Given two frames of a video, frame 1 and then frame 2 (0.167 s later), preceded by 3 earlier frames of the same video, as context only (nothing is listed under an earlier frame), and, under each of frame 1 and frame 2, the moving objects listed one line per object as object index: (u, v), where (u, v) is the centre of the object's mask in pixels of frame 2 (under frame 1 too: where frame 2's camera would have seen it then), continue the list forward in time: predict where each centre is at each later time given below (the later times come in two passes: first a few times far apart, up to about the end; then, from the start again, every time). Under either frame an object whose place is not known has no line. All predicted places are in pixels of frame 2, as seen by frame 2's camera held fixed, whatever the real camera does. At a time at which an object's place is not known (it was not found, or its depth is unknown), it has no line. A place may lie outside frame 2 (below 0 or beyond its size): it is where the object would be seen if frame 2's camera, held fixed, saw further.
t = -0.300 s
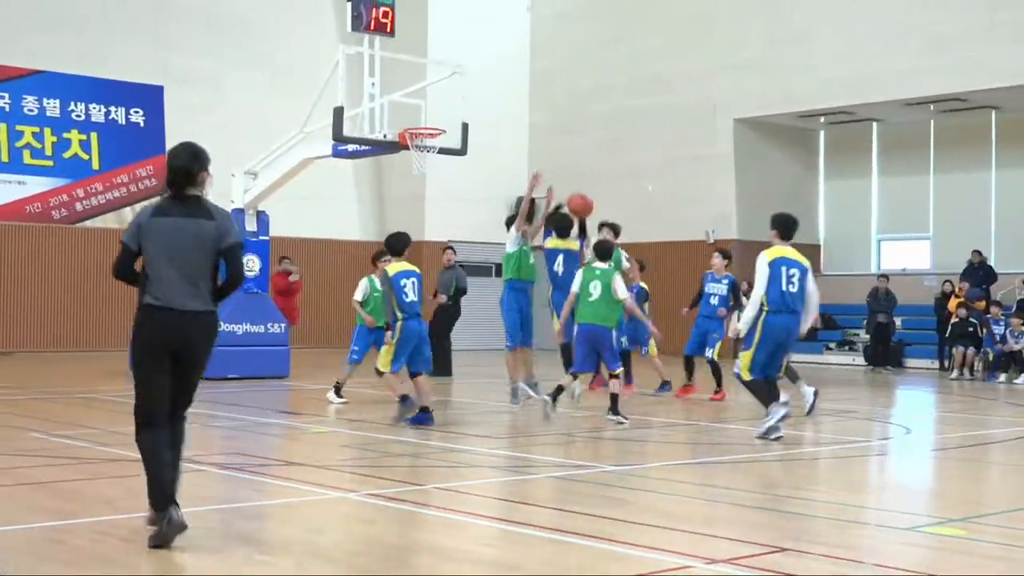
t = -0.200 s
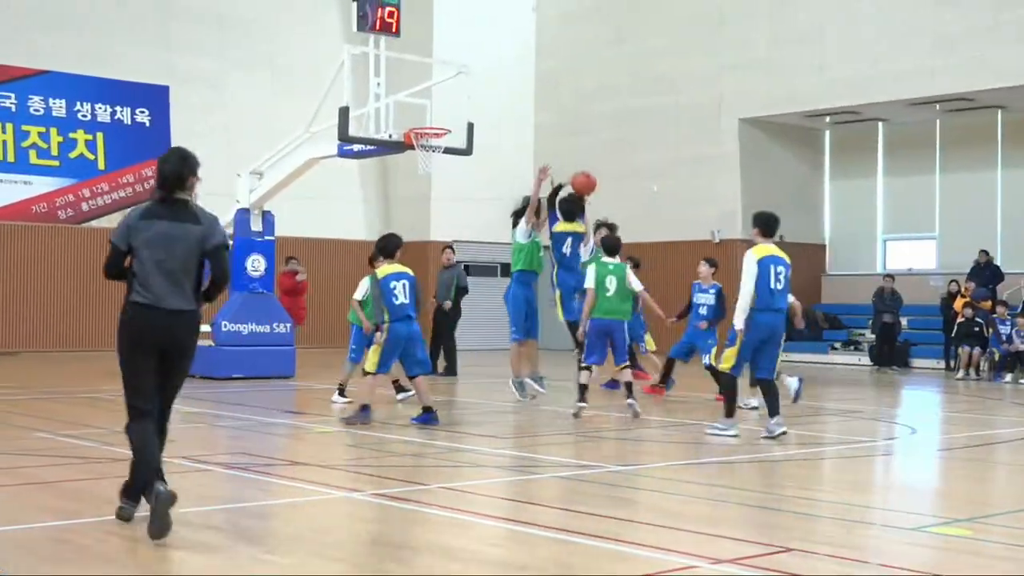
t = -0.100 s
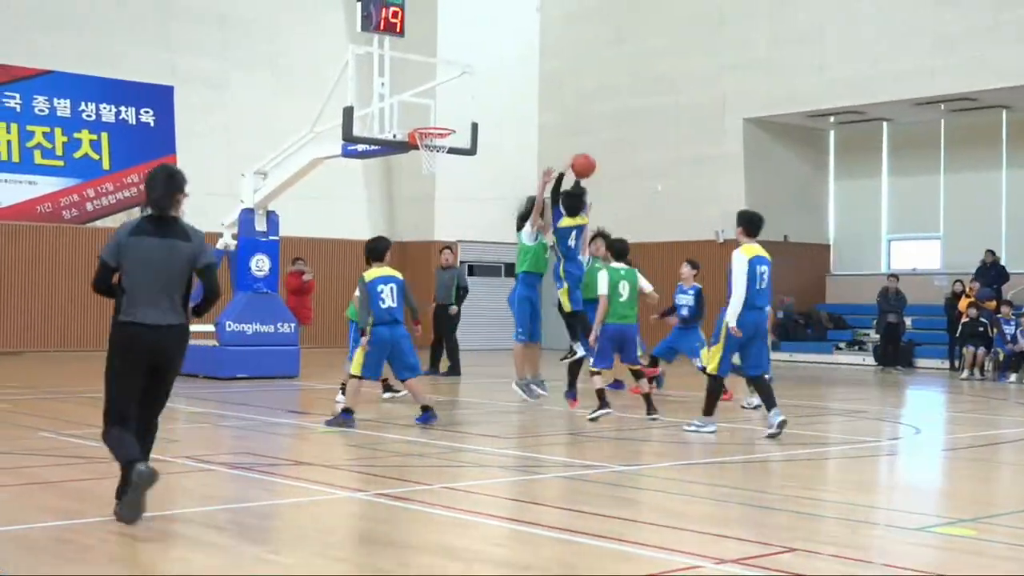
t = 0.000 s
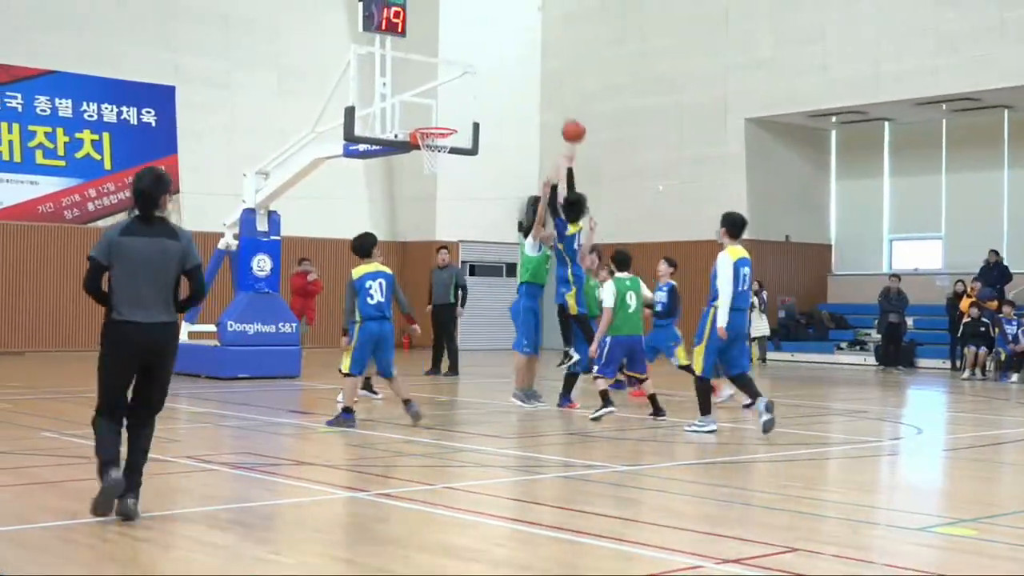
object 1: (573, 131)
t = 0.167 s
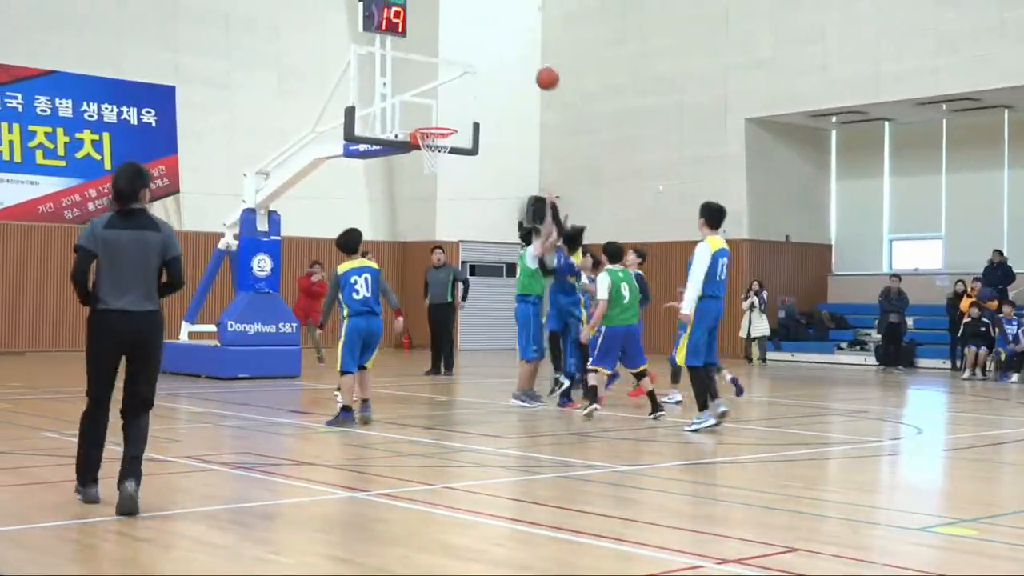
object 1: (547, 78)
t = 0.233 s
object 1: (537, 65)
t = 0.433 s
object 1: (508, 52)
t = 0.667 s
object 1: (477, 82)
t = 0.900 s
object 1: (464, 110)
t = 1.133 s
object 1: (477, 113)
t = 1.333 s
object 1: (487, 150)
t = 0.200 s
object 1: (542, 71)
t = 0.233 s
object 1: (537, 65)
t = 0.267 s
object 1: (532, 60)
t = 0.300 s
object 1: (527, 56)
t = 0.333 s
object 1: (522, 54)
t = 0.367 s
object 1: (517, 52)
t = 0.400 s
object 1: (513, 52)
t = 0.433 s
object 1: (508, 52)
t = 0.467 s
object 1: (503, 54)
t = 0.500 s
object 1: (499, 56)
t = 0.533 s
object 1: (494, 60)
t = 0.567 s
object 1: (490, 64)
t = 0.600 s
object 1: (486, 69)
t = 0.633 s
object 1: (481, 75)
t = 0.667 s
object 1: (477, 82)
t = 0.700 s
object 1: (472, 90)
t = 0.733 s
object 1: (468, 99)
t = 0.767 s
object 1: (464, 108)
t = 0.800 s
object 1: (460, 118)
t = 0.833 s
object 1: (460, 118)
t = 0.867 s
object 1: (462, 113)
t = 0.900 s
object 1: (464, 110)
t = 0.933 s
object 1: (466, 108)
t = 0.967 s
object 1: (468, 106)
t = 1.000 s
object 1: (470, 106)
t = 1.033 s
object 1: (472, 106)
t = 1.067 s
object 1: (473, 108)
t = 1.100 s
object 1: (475, 110)
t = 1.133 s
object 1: (477, 113)
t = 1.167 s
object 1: (478, 117)
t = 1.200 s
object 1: (481, 122)
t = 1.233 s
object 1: (482, 127)
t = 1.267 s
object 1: (483, 134)
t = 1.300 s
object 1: (485, 142)
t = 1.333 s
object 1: (487, 150)
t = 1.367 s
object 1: (488, 159)
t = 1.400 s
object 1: (489, 169)
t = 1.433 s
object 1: (491, 180)
